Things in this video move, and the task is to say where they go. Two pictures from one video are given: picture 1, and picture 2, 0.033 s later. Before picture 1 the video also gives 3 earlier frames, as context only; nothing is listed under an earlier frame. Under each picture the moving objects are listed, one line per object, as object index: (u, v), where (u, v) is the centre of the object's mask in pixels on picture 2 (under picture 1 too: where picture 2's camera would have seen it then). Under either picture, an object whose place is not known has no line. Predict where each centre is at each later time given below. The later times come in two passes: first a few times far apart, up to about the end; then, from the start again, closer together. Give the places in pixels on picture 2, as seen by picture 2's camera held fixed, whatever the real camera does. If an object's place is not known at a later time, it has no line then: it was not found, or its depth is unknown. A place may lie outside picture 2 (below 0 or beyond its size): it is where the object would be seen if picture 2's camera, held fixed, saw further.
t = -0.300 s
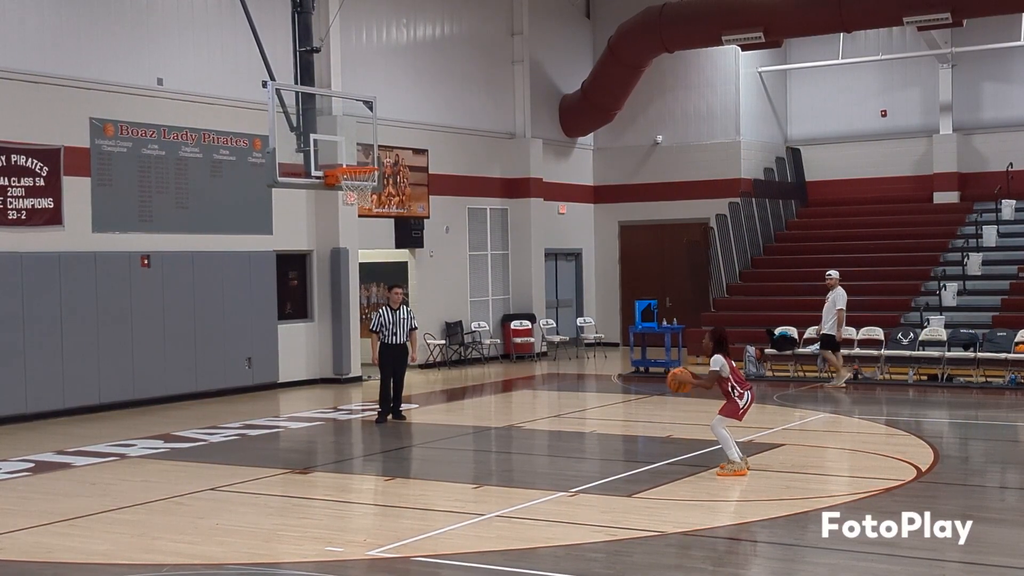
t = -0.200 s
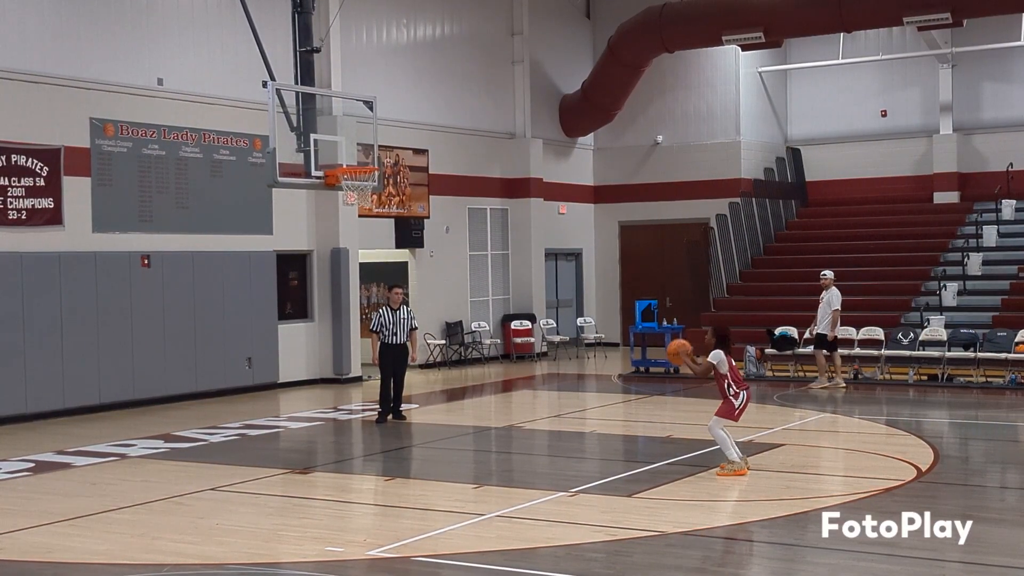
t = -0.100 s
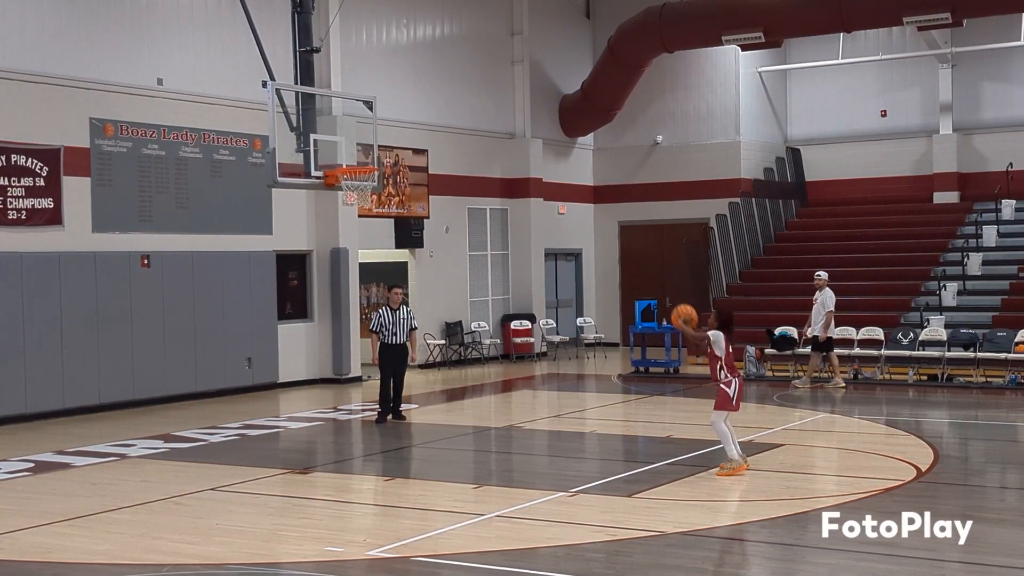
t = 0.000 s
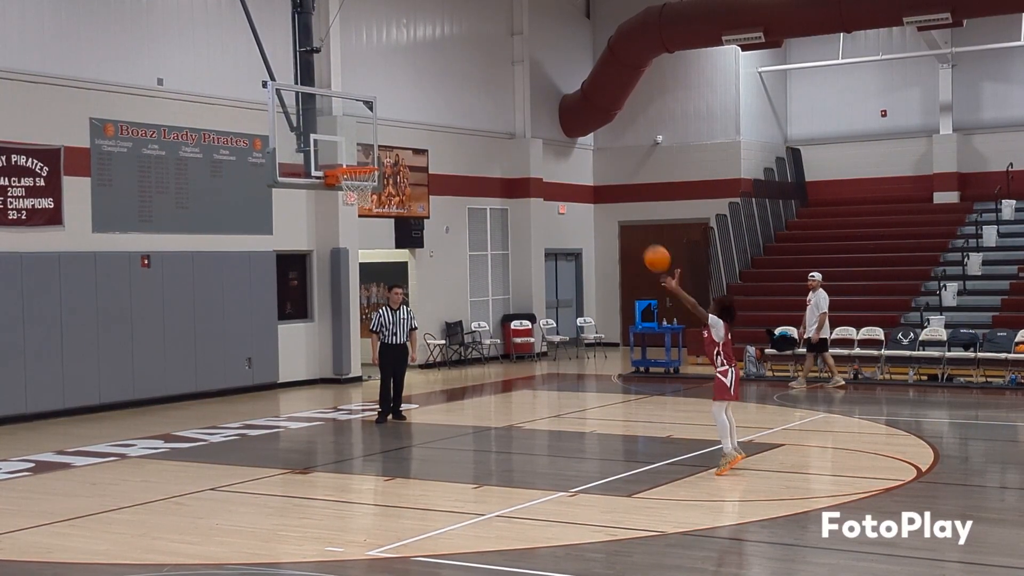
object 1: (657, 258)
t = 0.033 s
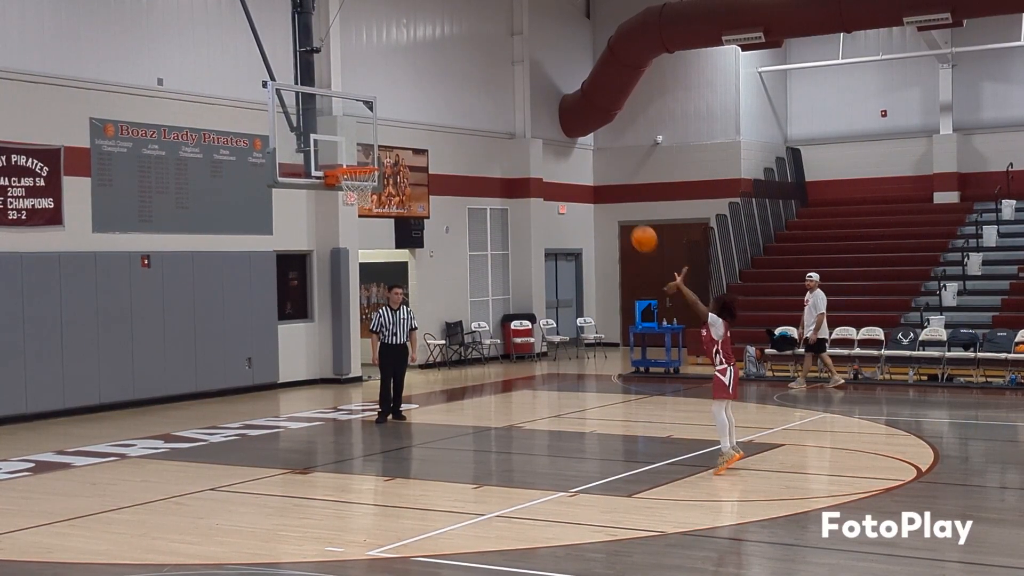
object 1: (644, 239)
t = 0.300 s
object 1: (548, 126)
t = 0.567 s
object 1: (463, 90)
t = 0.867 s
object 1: (380, 129)
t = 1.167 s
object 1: (379, 181)
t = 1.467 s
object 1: (353, 206)
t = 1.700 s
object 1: (330, 267)
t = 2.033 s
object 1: (295, 433)
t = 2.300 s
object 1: (271, 337)
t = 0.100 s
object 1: (618, 202)
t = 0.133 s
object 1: (606, 188)
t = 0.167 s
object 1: (594, 172)
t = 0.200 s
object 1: (582, 159)
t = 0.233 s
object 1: (570, 147)
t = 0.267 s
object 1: (559, 136)
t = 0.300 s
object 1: (548, 126)
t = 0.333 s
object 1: (537, 118)
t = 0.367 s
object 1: (526, 111)
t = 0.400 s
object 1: (515, 105)
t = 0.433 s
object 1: (504, 100)
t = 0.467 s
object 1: (494, 96)
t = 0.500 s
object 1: (483, 93)
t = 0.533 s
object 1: (473, 91)
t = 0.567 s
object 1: (463, 90)
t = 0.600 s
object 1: (454, 91)
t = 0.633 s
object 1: (444, 92)
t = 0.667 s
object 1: (434, 95)
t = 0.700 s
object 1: (425, 98)
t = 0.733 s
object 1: (416, 102)
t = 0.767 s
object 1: (407, 108)
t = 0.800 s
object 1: (398, 114)
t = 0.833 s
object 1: (389, 121)
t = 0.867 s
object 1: (380, 129)
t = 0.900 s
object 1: (371, 138)
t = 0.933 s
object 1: (363, 148)
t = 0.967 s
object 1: (355, 157)
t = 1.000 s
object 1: (347, 164)
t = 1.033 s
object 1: (354, 179)
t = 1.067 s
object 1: (364, 182)
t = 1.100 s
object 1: (373, 187)
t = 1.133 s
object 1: (378, 185)
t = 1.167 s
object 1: (379, 181)
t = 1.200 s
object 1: (379, 180)
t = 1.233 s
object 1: (379, 182)
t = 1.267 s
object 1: (377, 183)
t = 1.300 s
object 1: (375, 187)
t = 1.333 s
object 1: (372, 189)
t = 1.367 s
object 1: (368, 193)
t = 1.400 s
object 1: (365, 196)
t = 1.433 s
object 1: (360, 200)
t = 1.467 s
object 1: (353, 206)
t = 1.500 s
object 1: (352, 212)
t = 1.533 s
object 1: (349, 218)
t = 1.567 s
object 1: (345, 226)
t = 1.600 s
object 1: (341, 235)
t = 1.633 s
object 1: (337, 245)
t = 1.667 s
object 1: (334, 255)
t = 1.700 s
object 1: (330, 267)
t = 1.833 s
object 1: (316, 322)
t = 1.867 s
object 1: (313, 338)
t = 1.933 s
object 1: (305, 374)
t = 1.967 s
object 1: (302, 392)
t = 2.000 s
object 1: (298, 412)
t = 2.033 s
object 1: (295, 433)
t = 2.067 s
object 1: (292, 423)
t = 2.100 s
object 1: (289, 408)
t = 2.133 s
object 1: (286, 393)
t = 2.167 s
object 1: (283, 381)
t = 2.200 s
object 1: (280, 368)
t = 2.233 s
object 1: (277, 357)
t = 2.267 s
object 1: (273, 347)
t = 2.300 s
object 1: (271, 337)
